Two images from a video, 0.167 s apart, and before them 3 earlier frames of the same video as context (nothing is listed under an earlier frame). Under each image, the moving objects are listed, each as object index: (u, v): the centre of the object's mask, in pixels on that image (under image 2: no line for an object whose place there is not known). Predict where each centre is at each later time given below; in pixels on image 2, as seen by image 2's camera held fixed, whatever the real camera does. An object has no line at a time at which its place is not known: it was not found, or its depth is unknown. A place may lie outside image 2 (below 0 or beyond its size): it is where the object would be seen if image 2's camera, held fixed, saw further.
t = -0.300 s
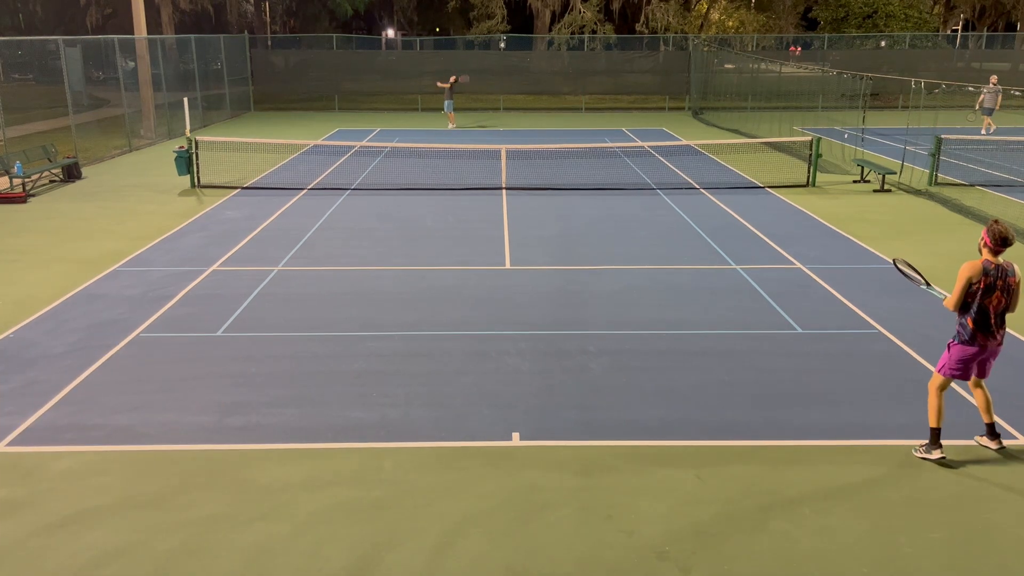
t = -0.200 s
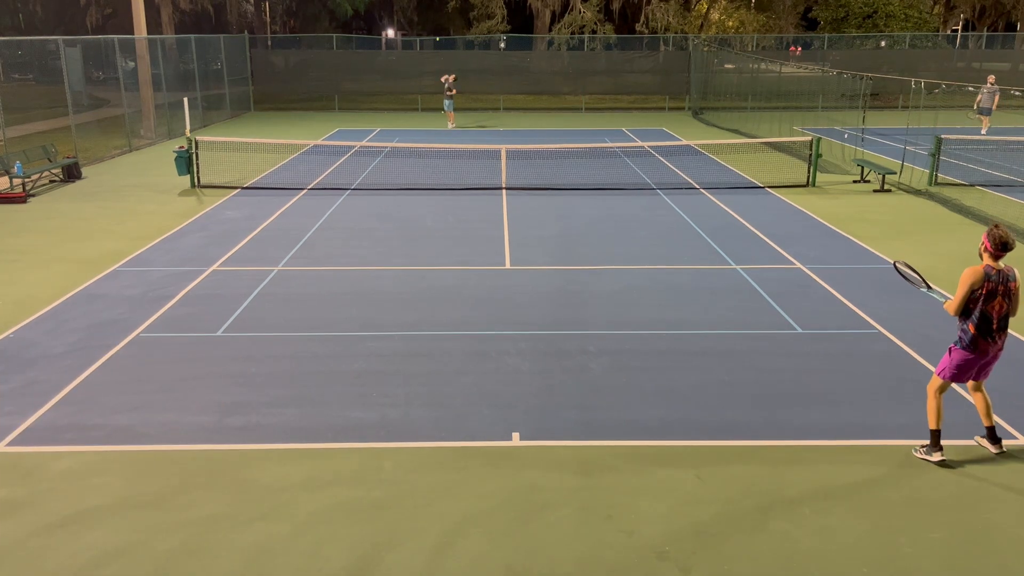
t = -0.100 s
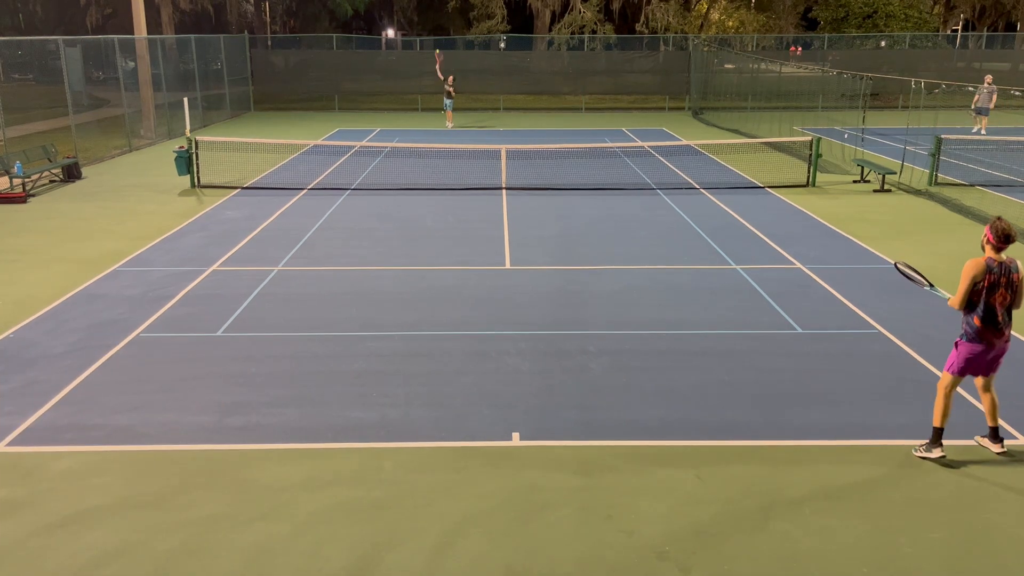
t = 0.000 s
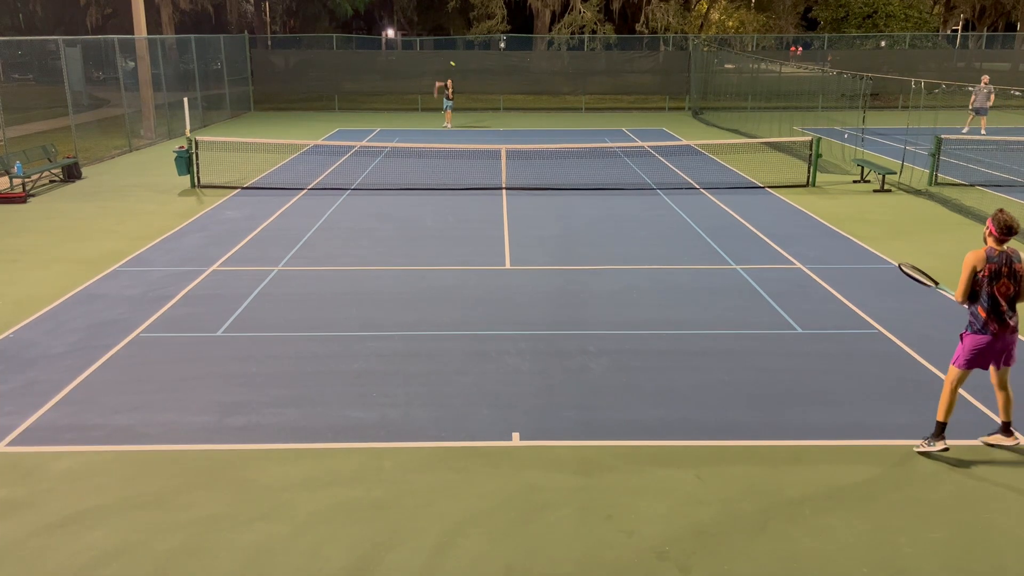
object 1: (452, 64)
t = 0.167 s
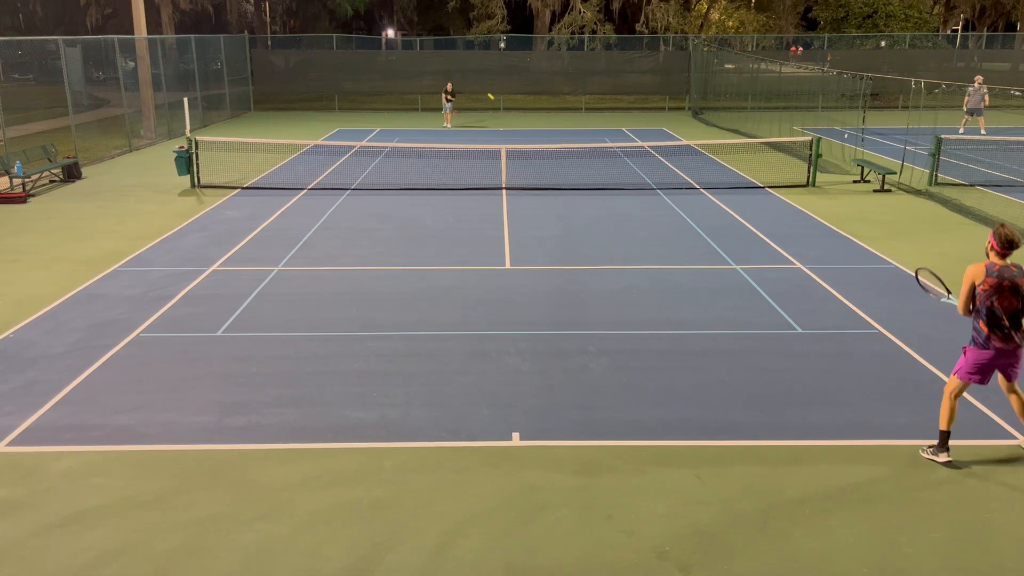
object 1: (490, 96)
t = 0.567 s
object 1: (658, 240)
